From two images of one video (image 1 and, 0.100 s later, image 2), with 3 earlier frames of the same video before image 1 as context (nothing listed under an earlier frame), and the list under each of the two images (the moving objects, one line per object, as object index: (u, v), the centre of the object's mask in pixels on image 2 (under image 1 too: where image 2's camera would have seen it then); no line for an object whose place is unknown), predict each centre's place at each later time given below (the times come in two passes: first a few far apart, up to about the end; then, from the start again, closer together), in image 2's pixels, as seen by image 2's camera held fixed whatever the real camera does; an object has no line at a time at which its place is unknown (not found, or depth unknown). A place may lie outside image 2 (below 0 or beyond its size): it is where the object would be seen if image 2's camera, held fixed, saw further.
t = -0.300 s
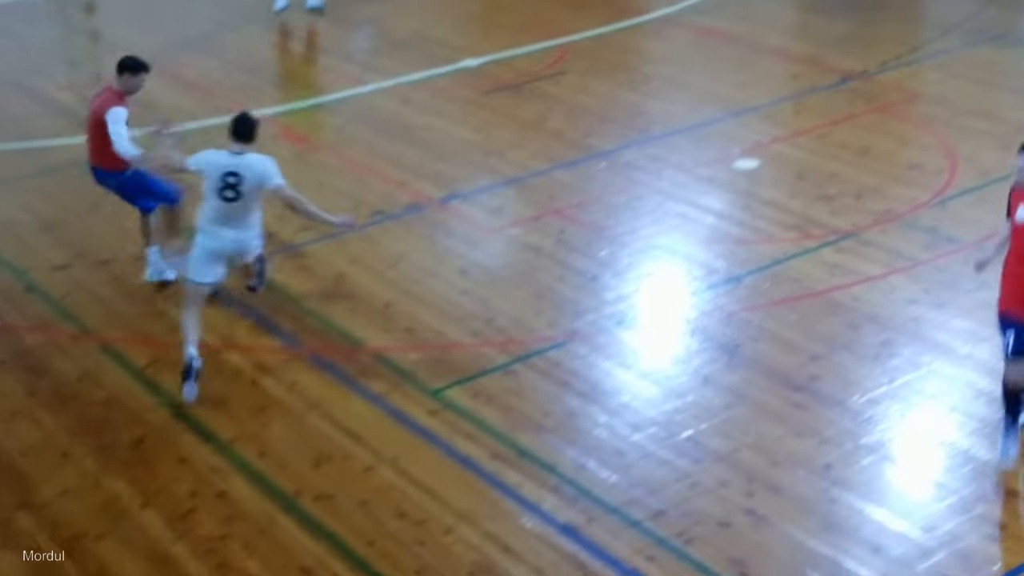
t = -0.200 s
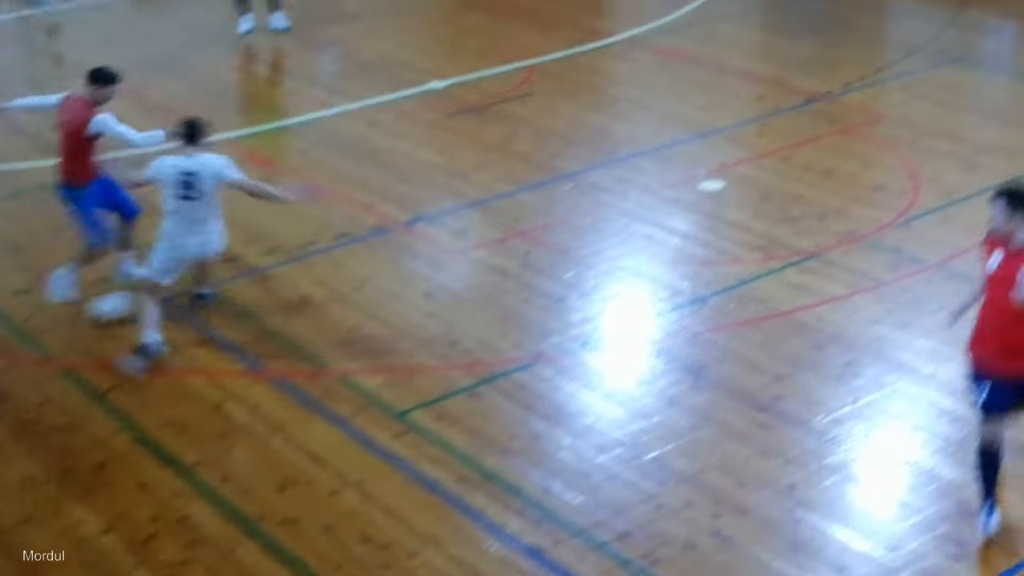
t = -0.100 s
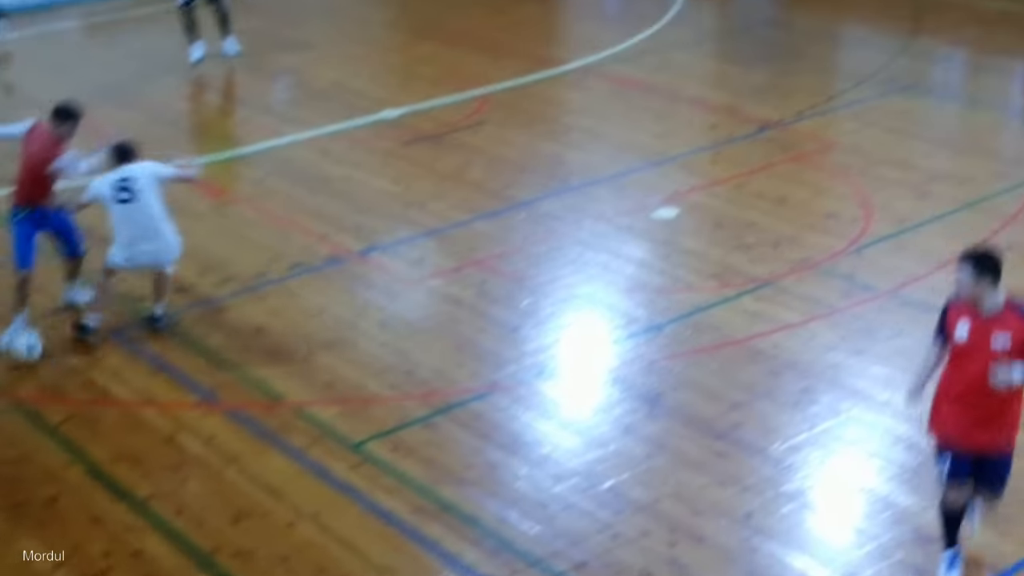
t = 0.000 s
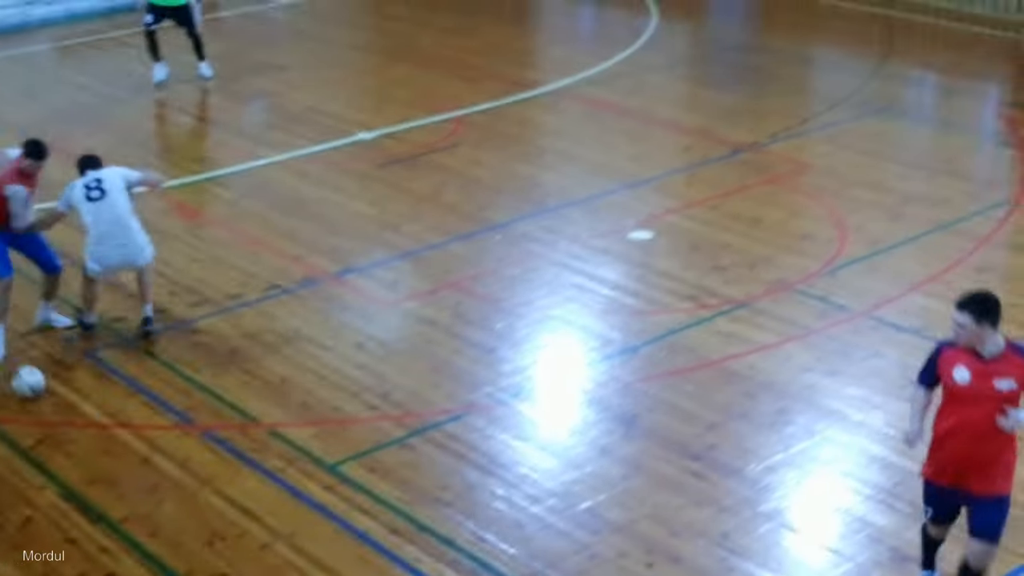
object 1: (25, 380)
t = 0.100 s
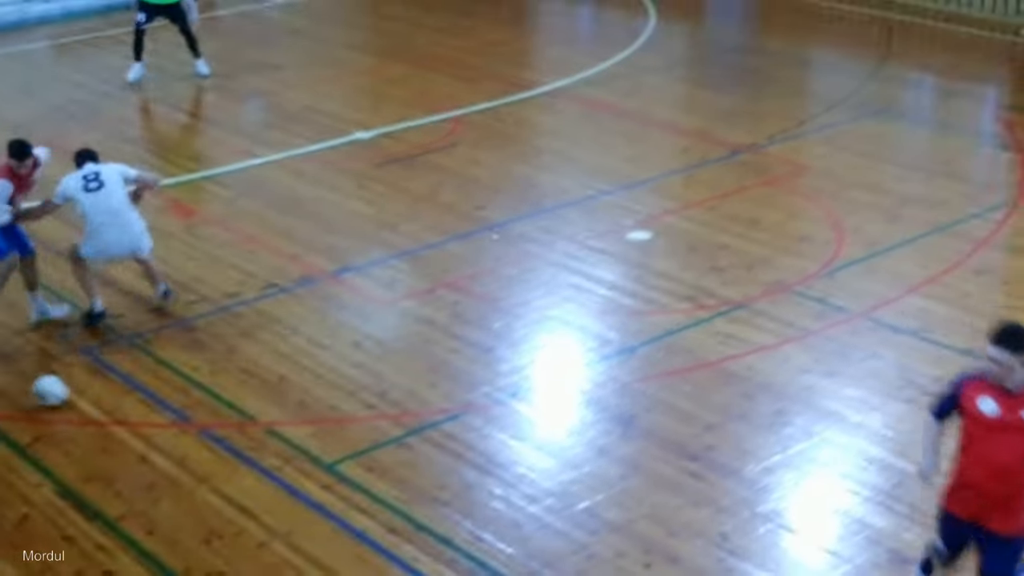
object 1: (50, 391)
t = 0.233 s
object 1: (77, 405)
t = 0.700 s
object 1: (161, 460)
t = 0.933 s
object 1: (205, 491)
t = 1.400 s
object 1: (305, 553)
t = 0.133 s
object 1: (58, 394)
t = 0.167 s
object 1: (65, 398)
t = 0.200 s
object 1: (71, 402)
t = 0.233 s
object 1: (77, 405)
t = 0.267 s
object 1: (83, 410)
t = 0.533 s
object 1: (129, 441)
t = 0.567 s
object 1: (135, 444)
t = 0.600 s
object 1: (142, 449)
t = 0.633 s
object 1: (149, 453)
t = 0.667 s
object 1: (154, 457)
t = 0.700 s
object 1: (161, 460)
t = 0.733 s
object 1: (166, 465)
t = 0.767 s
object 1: (173, 469)
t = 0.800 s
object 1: (180, 473)
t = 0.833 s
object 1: (186, 478)
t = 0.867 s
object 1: (192, 482)
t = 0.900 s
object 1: (199, 487)
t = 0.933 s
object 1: (205, 491)
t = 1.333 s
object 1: (290, 543)
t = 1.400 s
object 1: (305, 553)
